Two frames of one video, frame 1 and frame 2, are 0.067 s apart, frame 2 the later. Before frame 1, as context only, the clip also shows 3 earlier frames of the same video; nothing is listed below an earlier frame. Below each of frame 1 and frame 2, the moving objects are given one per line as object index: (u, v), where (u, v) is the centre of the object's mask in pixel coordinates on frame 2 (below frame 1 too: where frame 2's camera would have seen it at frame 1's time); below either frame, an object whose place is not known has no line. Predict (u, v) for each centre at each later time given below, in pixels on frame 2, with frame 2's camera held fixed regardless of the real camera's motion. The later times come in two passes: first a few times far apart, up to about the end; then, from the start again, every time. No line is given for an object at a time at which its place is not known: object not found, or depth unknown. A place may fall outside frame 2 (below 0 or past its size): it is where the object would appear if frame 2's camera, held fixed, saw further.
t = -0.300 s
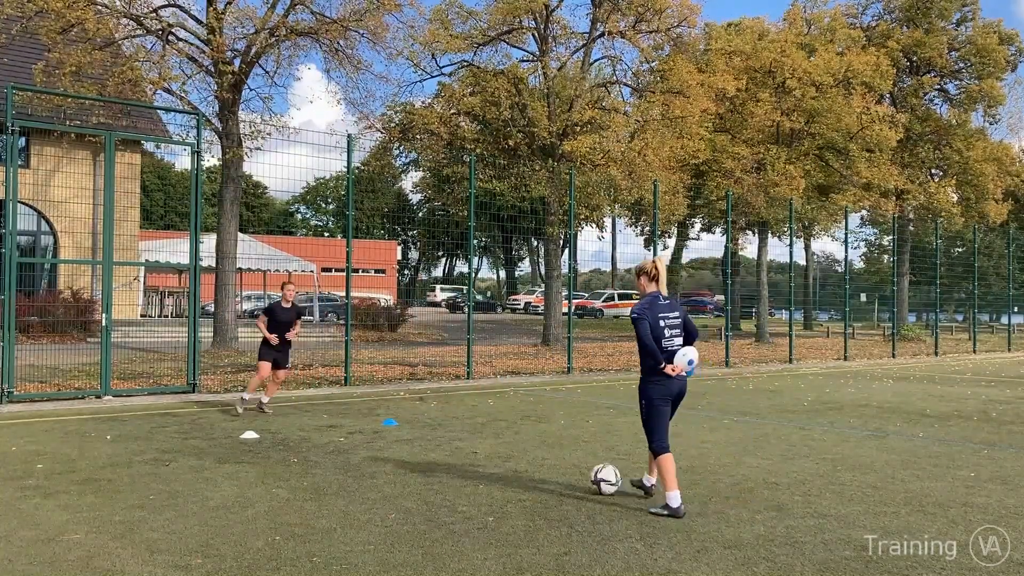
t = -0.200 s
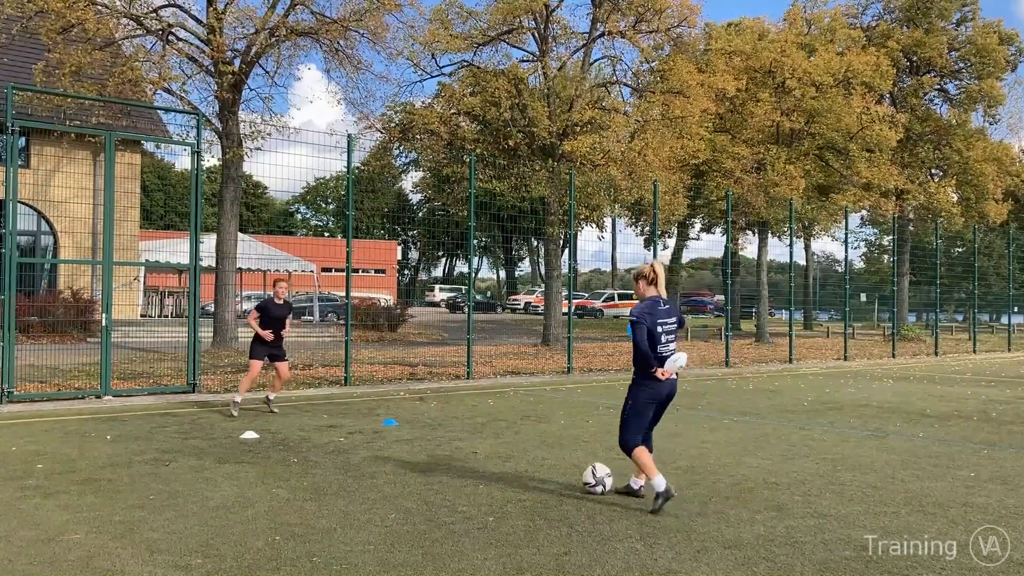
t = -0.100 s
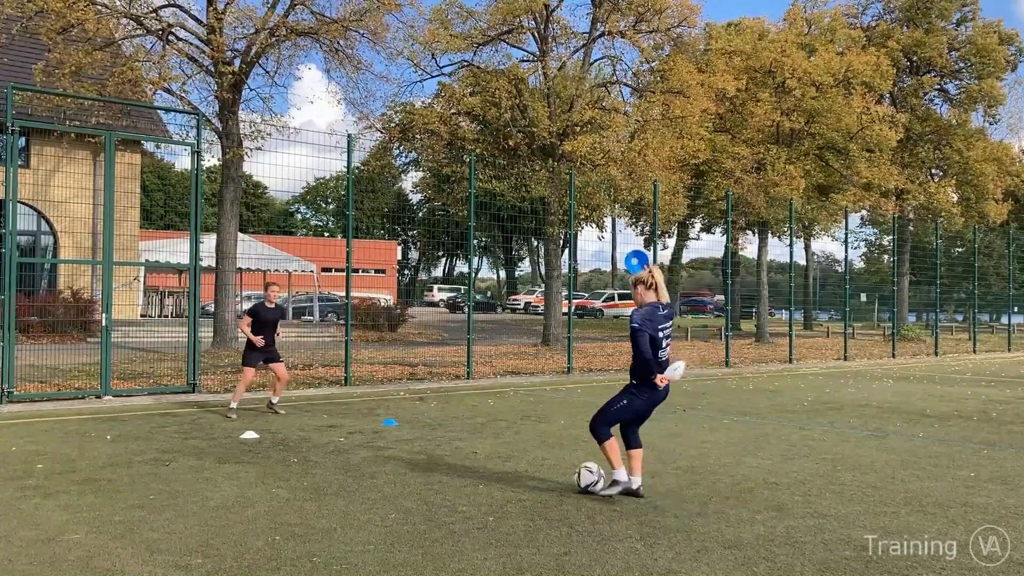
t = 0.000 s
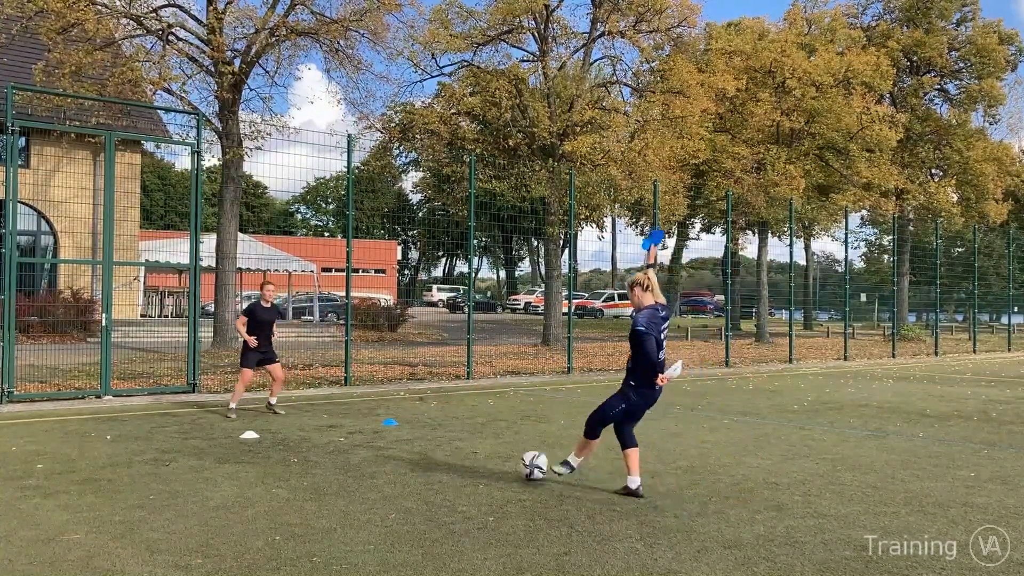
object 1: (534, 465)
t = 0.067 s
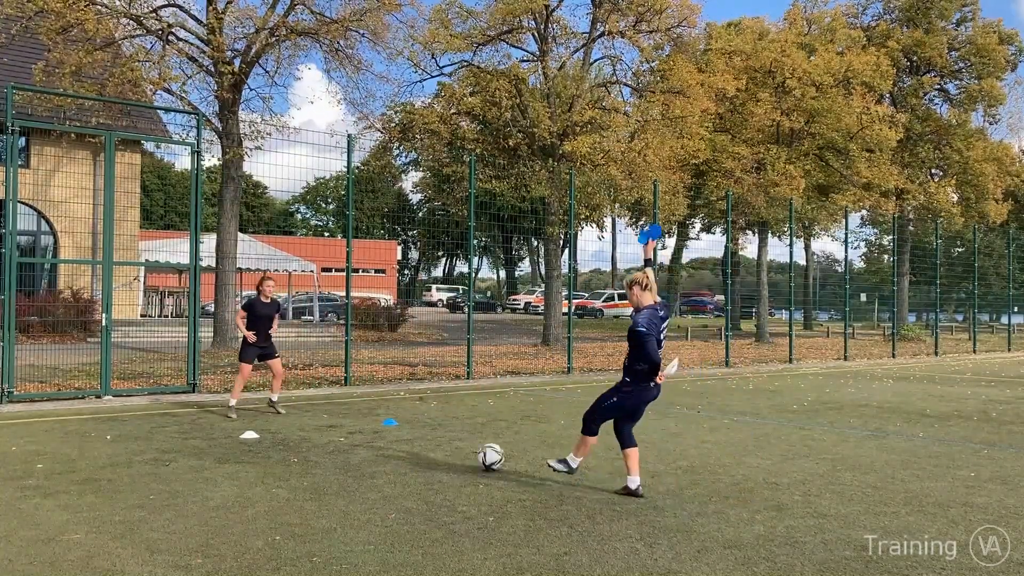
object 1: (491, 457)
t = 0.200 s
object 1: (423, 443)
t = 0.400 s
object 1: (354, 428)
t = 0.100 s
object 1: (473, 453)
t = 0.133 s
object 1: (455, 449)
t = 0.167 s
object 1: (439, 446)
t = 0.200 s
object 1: (423, 443)
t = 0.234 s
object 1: (410, 440)
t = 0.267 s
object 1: (397, 437)
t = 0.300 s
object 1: (385, 435)
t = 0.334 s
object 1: (374, 433)
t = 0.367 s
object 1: (364, 430)
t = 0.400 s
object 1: (354, 428)
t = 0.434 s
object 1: (345, 426)
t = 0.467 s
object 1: (336, 424)
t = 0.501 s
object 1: (330, 422)
